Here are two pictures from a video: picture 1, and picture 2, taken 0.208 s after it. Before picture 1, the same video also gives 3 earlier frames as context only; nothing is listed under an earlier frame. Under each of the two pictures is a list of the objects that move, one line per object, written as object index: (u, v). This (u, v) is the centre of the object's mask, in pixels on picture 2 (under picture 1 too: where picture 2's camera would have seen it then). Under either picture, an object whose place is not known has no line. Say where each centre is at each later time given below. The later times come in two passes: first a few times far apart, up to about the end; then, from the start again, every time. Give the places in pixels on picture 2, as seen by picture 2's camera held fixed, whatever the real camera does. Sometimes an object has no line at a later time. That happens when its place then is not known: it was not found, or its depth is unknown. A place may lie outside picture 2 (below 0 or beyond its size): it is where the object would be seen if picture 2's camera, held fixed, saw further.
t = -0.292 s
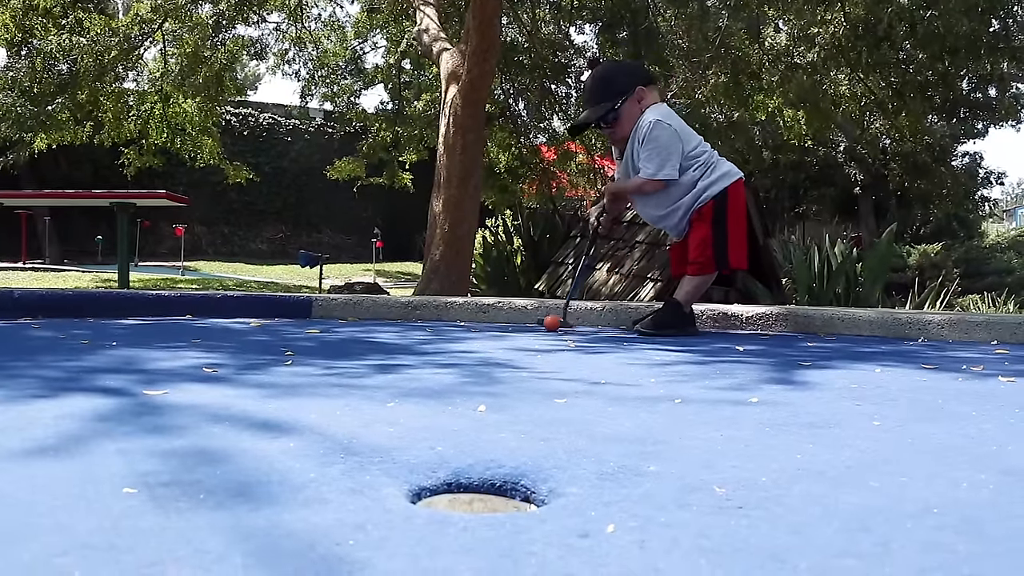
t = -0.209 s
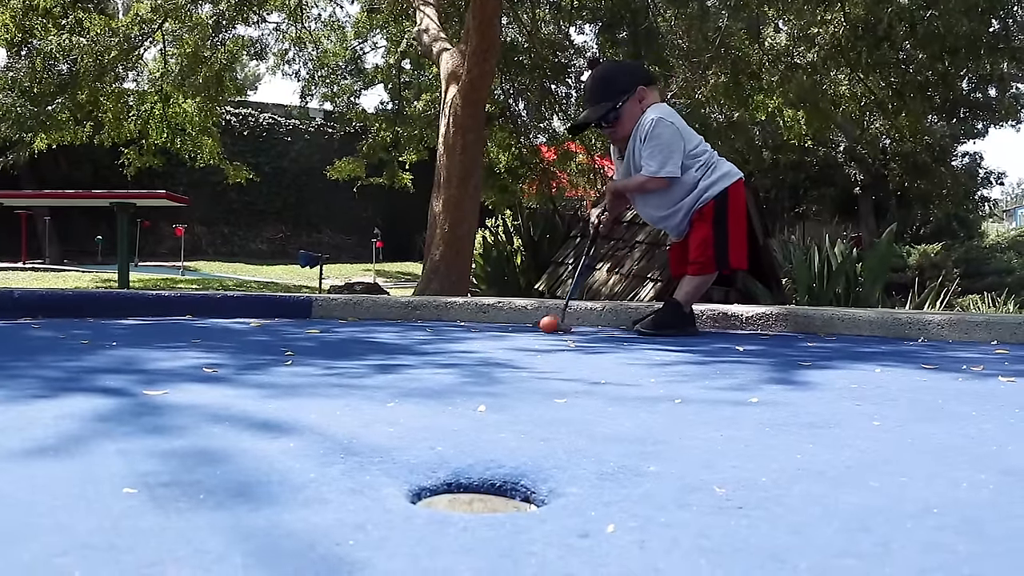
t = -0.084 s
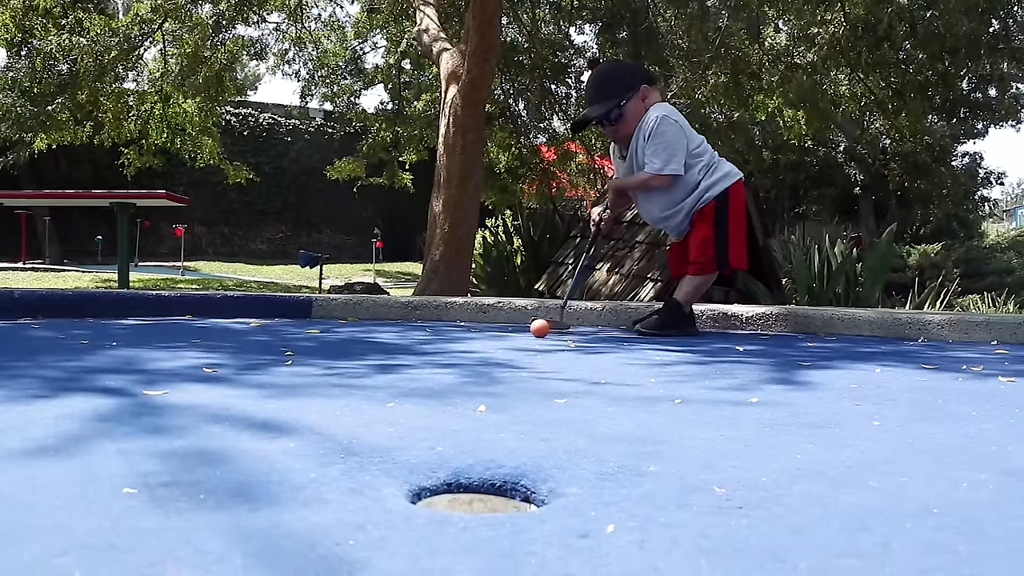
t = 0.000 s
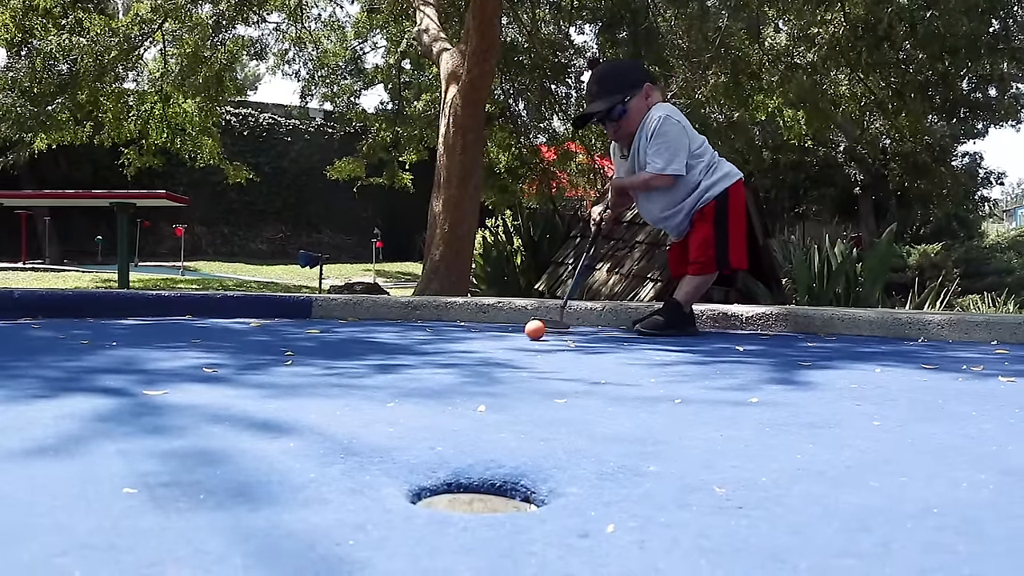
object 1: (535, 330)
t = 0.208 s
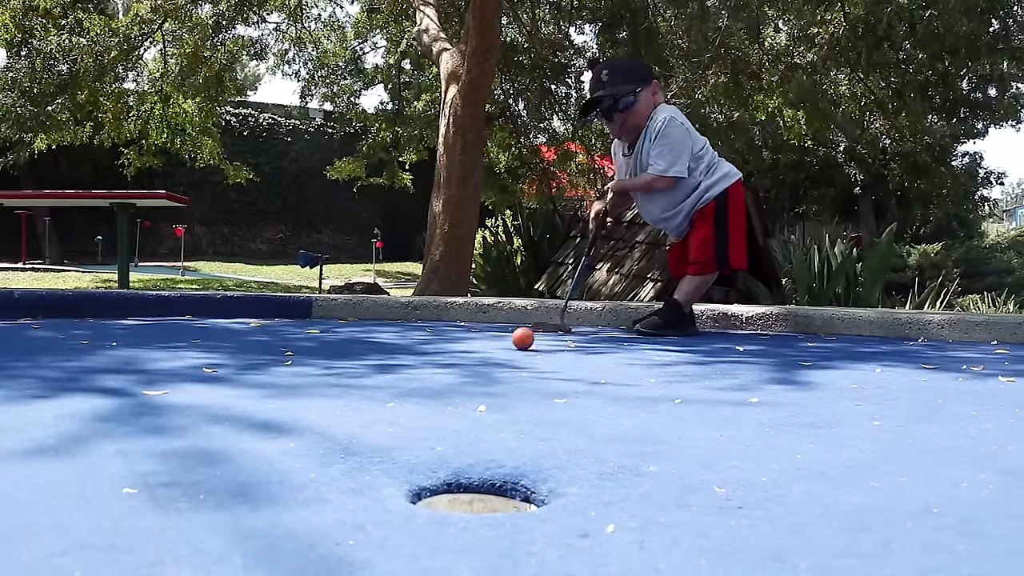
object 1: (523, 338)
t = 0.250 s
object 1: (521, 340)
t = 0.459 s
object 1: (511, 351)
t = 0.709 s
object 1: (504, 368)
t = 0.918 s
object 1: (498, 390)
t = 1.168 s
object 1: (491, 433)
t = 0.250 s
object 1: (521, 340)
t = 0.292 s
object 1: (519, 342)
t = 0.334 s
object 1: (517, 344)
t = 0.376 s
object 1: (515, 346)
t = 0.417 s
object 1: (513, 348)
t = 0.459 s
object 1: (511, 351)
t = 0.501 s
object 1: (509, 354)
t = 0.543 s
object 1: (508, 356)
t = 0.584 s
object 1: (507, 359)
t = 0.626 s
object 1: (506, 362)
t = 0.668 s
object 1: (505, 365)
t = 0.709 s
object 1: (504, 368)
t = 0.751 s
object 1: (502, 371)
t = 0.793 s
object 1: (502, 375)
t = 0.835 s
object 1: (500, 379)
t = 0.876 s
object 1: (499, 384)
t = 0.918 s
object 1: (498, 390)
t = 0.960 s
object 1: (498, 395)
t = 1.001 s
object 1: (497, 402)
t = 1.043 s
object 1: (496, 408)
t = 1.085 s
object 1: (494, 415)
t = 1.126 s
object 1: (492, 423)
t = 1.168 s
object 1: (491, 433)
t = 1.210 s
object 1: (489, 452)
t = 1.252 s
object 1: (486, 485)
